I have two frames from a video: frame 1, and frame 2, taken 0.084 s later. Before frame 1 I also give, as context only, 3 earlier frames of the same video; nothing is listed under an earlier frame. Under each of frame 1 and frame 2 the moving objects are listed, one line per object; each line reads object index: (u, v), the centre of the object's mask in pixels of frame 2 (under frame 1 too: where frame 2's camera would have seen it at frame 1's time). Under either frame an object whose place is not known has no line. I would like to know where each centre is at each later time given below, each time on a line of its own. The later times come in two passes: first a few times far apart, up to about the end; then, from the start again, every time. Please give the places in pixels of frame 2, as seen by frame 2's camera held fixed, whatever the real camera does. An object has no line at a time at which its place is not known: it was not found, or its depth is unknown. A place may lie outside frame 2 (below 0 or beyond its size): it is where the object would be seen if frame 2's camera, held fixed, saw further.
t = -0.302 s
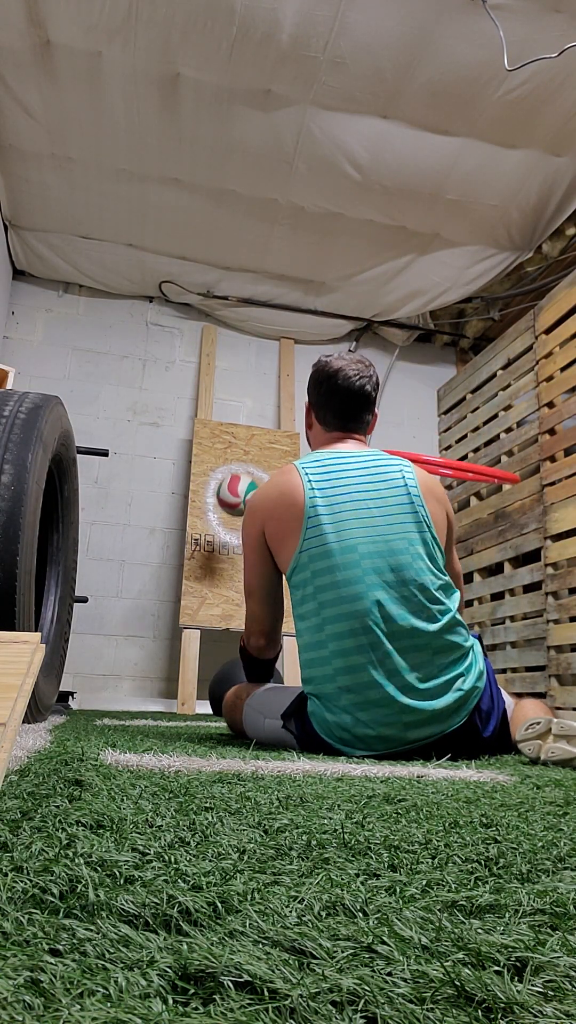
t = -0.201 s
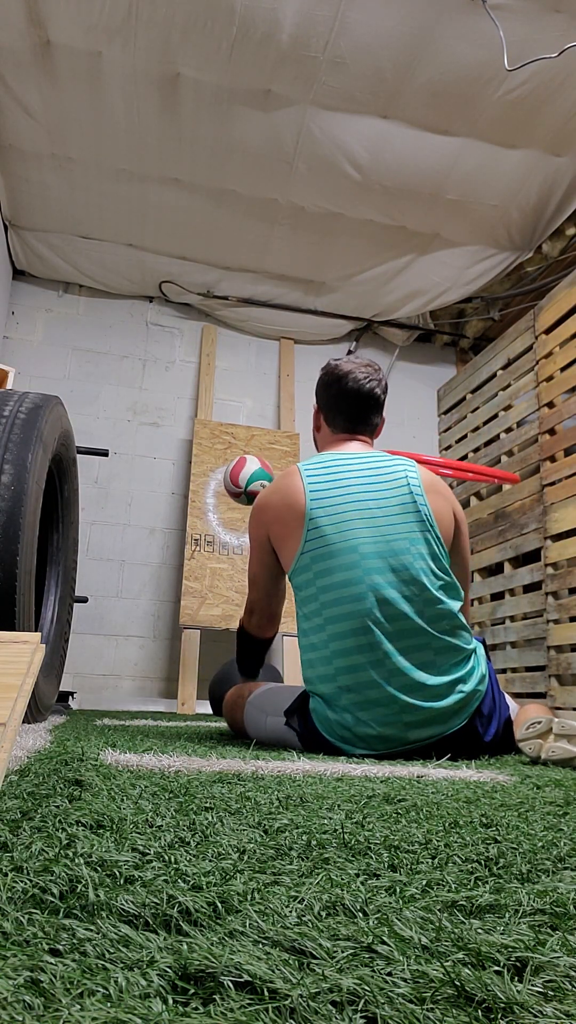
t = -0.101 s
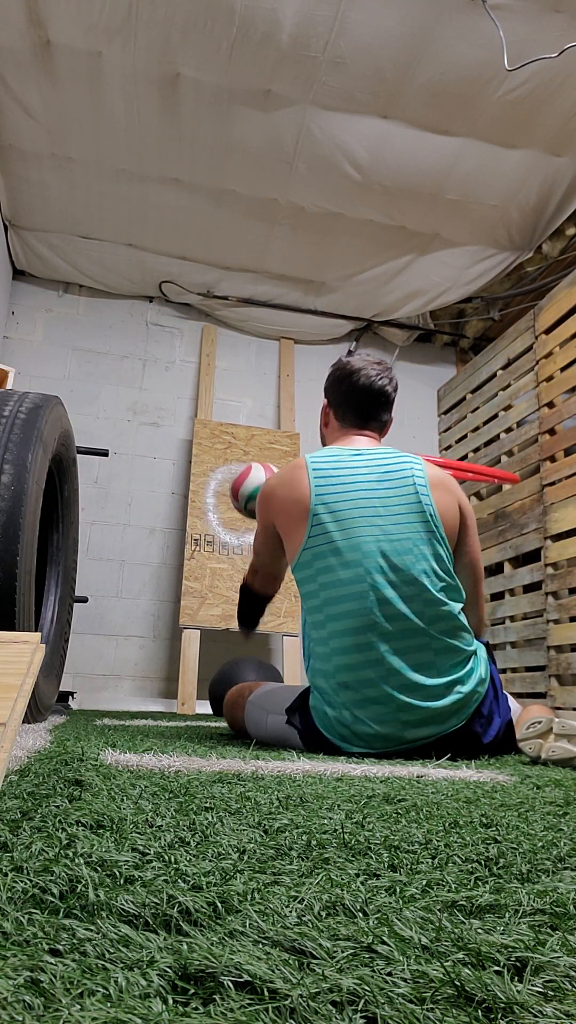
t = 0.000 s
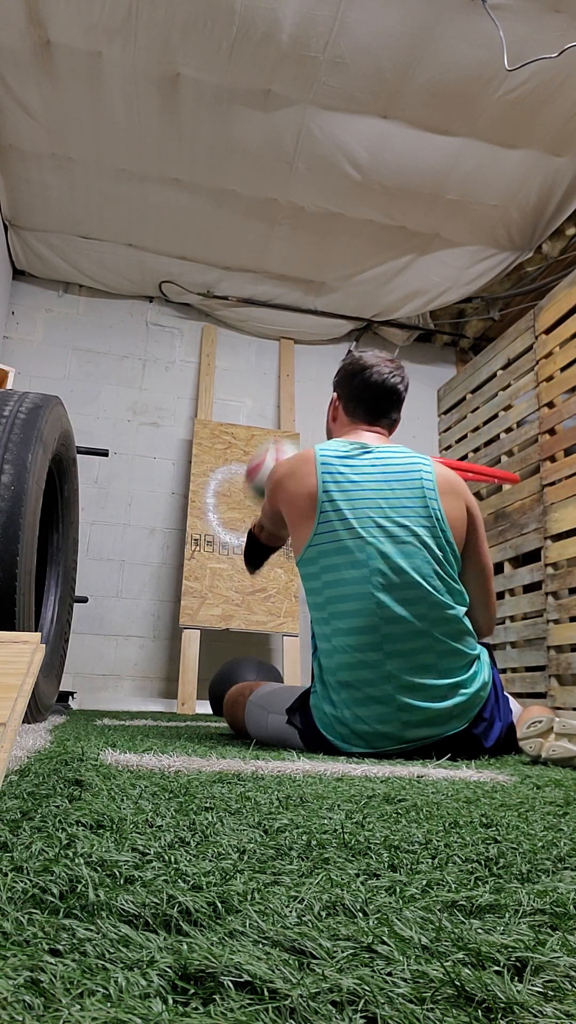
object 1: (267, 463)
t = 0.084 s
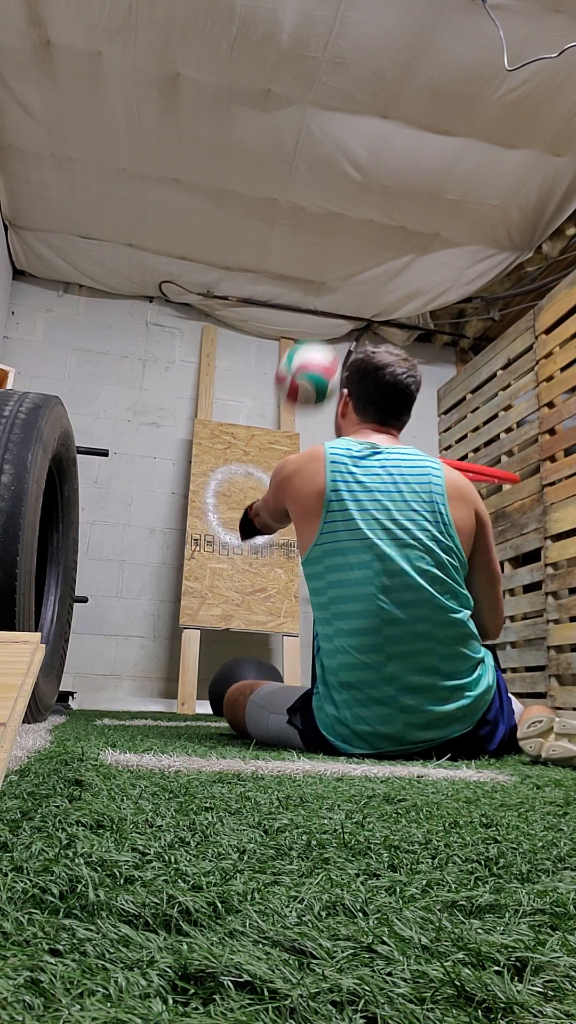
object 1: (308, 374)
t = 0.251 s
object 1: (358, 248)
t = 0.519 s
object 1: (425, 204)
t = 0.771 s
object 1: (485, 327)
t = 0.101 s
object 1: (314, 358)
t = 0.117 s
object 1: (319, 341)
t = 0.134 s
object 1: (325, 327)
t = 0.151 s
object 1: (330, 313)
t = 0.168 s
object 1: (335, 301)
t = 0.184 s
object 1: (339, 288)
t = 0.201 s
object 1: (343, 278)
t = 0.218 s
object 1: (349, 267)
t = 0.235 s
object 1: (354, 256)
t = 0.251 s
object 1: (358, 248)
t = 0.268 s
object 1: (363, 240)
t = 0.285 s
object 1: (367, 233)
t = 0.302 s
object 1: (371, 226)
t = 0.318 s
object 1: (376, 220)
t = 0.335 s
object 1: (380, 215)
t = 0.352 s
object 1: (384, 211)
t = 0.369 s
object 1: (389, 207)
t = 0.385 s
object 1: (393, 204)
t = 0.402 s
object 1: (397, 202)
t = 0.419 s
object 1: (401, 200)
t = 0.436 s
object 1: (405, 199)
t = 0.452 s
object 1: (409, 198)
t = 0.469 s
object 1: (413, 199)
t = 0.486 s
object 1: (417, 200)
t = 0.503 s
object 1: (421, 202)
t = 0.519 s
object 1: (425, 204)
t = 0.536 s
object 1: (429, 207)
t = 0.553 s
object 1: (433, 210)
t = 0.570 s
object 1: (437, 215)
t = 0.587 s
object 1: (441, 220)
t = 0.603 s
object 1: (445, 226)
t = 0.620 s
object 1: (449, 232)
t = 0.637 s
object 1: (453, 239)
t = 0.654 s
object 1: (457, 246)
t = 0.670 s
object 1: (461, 255)
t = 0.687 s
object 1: (465, 266)
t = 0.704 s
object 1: (470, 279)
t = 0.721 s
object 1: (474, 290)
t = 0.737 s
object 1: (478, 303)
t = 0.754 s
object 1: (481, 315)
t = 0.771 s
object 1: (485, 327)
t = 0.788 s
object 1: (490, 343)
